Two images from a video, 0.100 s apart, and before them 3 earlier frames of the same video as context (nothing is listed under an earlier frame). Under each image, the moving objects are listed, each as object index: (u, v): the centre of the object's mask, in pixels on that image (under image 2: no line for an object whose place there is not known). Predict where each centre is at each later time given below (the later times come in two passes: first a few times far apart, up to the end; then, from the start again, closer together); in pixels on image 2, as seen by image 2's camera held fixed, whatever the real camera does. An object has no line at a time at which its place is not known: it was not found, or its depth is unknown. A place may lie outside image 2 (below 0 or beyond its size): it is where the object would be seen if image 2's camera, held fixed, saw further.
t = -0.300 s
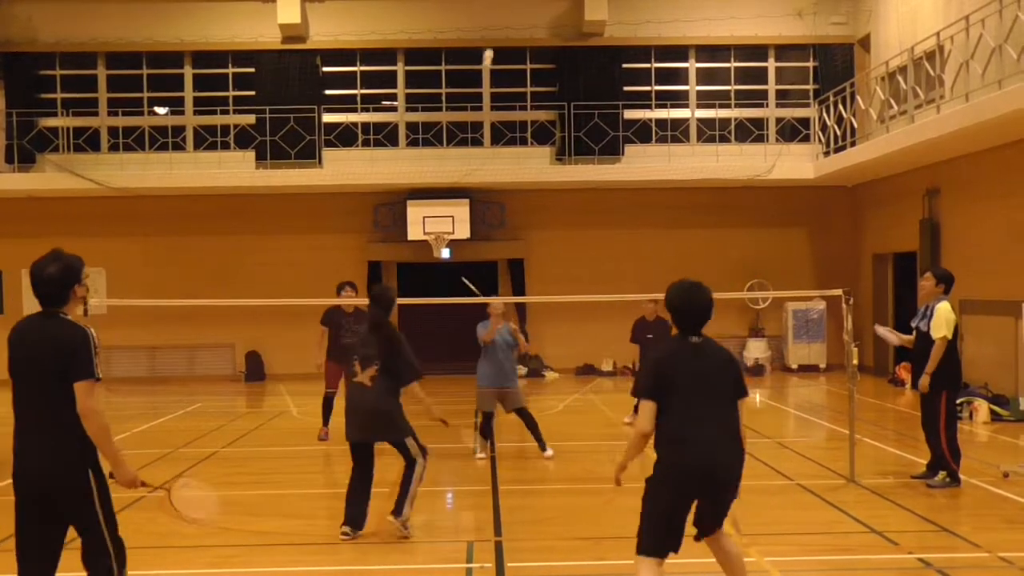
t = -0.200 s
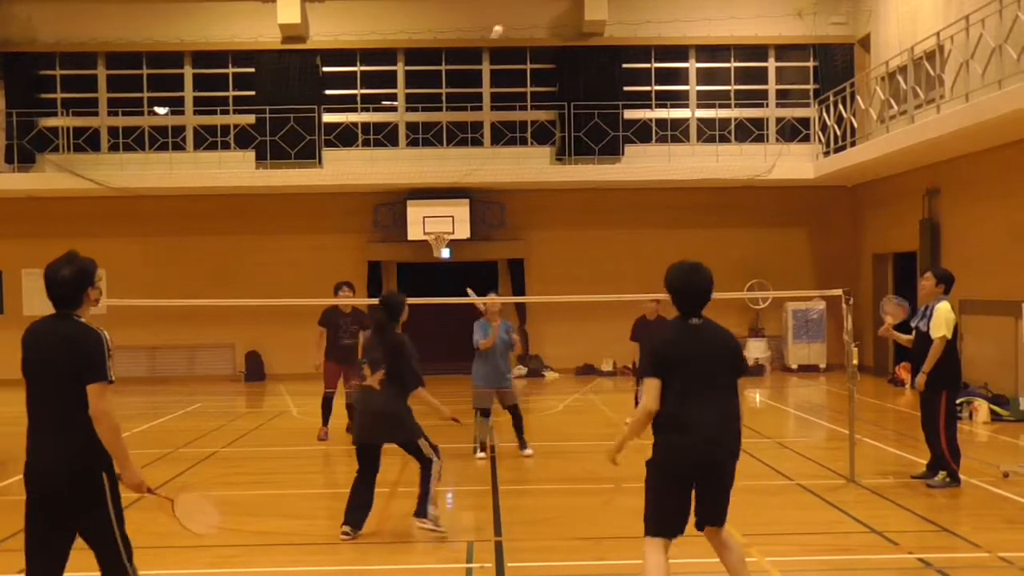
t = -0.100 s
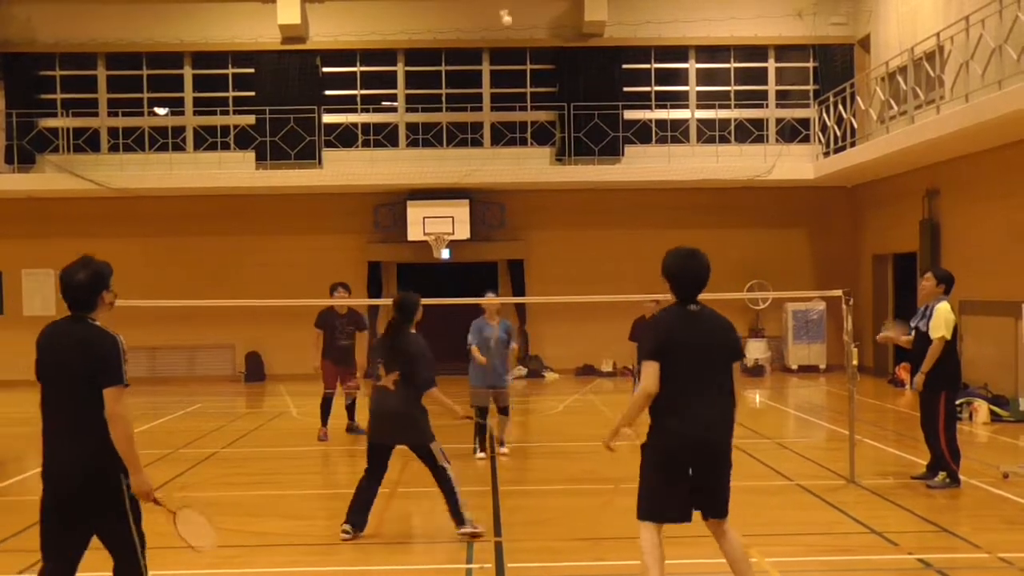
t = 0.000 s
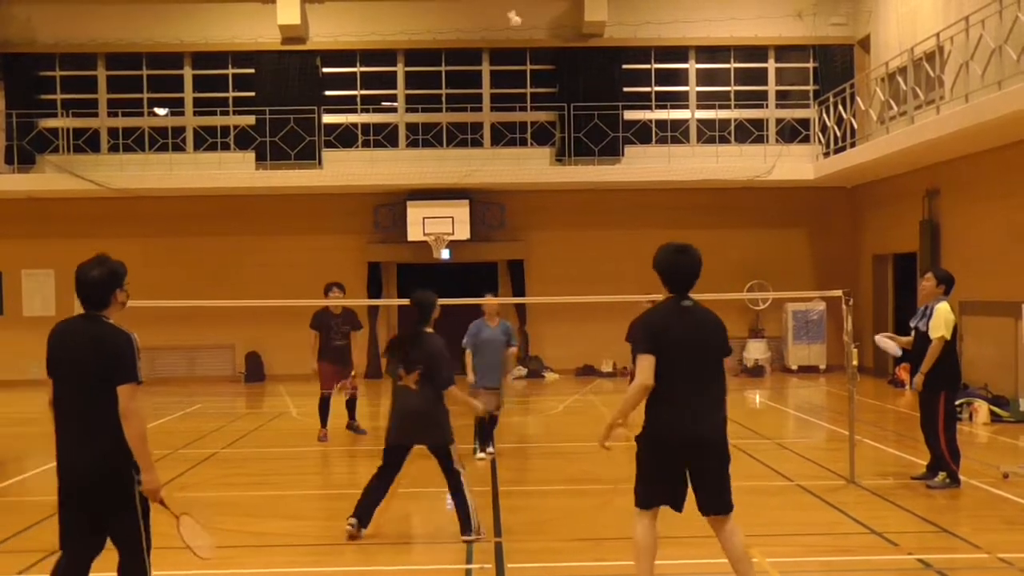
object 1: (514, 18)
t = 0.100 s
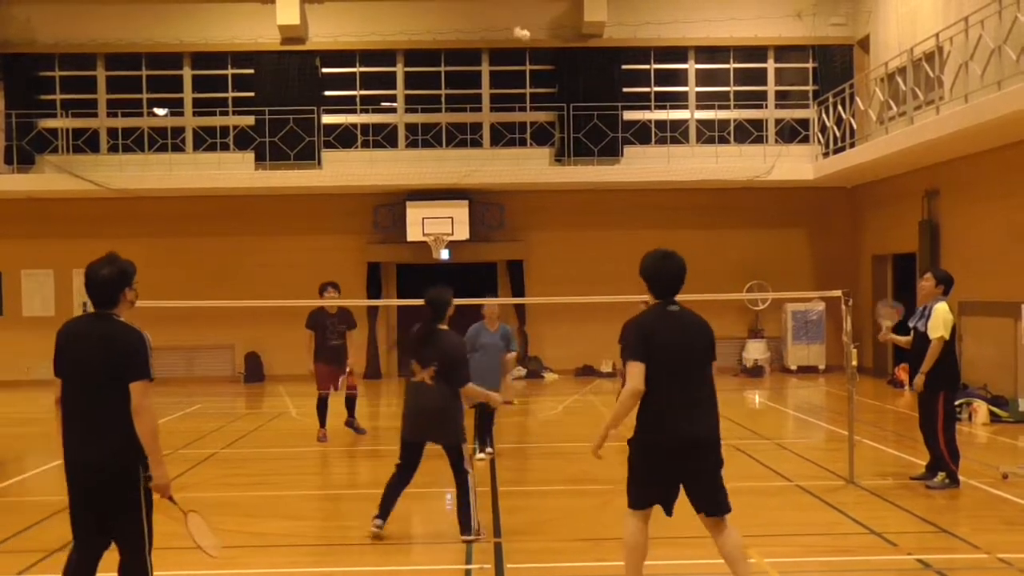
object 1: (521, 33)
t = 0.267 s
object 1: (534, 84)
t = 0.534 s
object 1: (551, 233)
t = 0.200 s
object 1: (529, 59)
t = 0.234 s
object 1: (532, 72)
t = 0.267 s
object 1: (534, 84)
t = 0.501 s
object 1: (551, 211)
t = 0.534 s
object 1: (551, 233)
